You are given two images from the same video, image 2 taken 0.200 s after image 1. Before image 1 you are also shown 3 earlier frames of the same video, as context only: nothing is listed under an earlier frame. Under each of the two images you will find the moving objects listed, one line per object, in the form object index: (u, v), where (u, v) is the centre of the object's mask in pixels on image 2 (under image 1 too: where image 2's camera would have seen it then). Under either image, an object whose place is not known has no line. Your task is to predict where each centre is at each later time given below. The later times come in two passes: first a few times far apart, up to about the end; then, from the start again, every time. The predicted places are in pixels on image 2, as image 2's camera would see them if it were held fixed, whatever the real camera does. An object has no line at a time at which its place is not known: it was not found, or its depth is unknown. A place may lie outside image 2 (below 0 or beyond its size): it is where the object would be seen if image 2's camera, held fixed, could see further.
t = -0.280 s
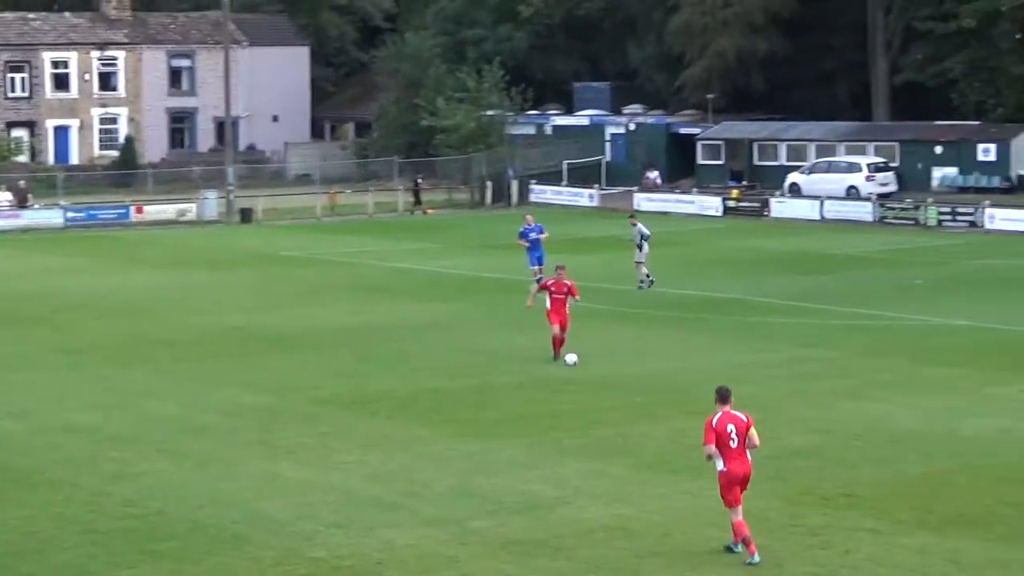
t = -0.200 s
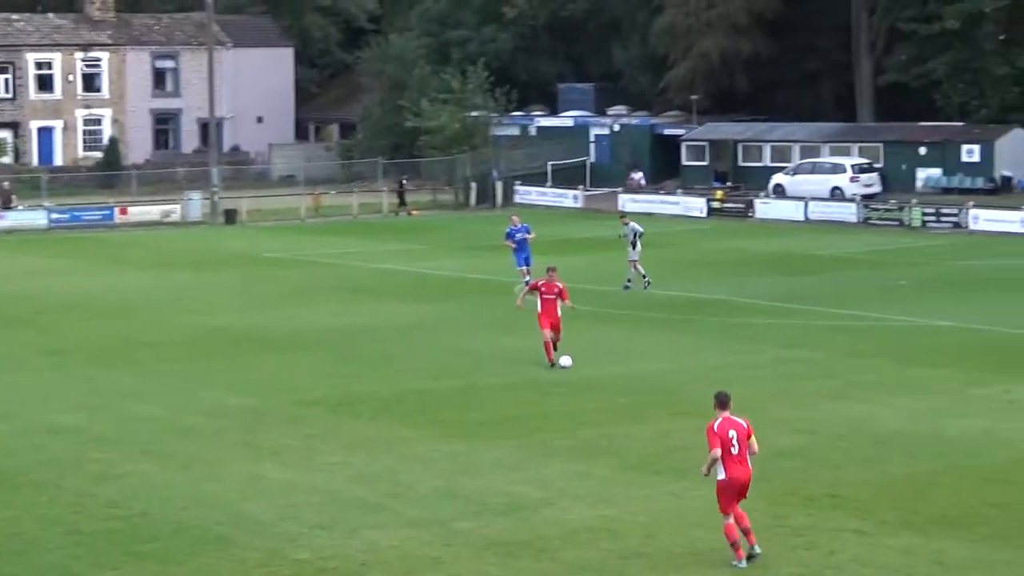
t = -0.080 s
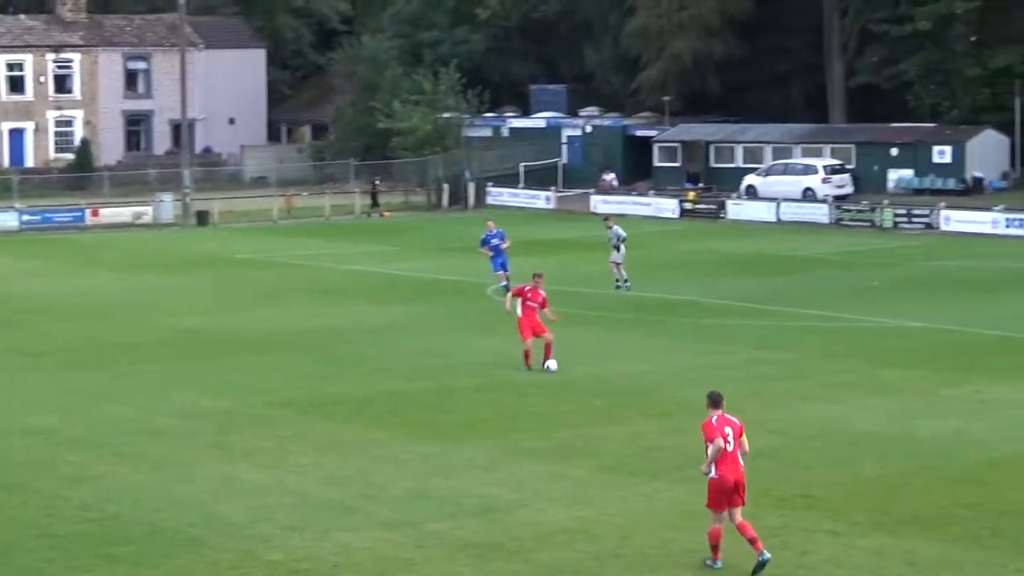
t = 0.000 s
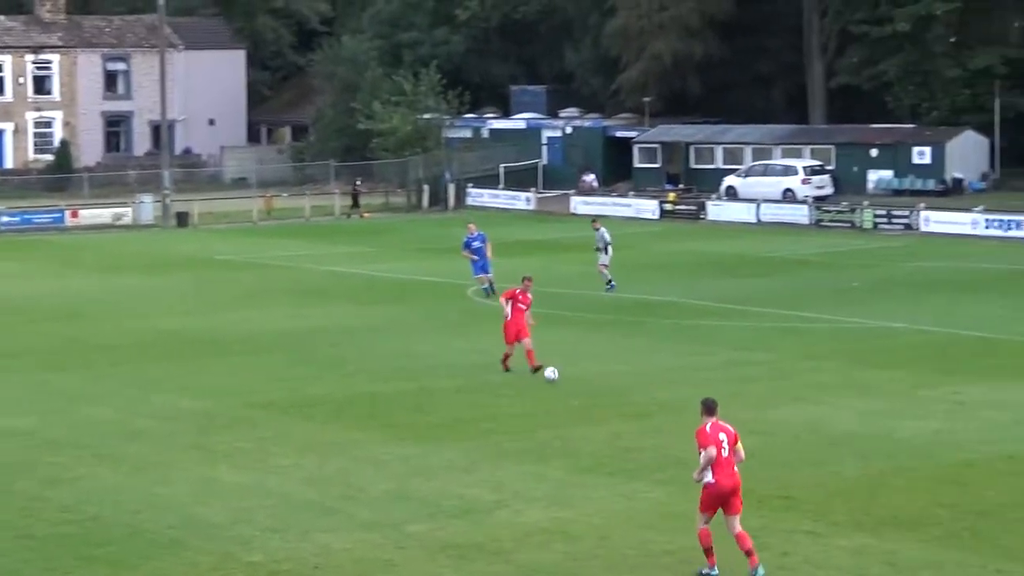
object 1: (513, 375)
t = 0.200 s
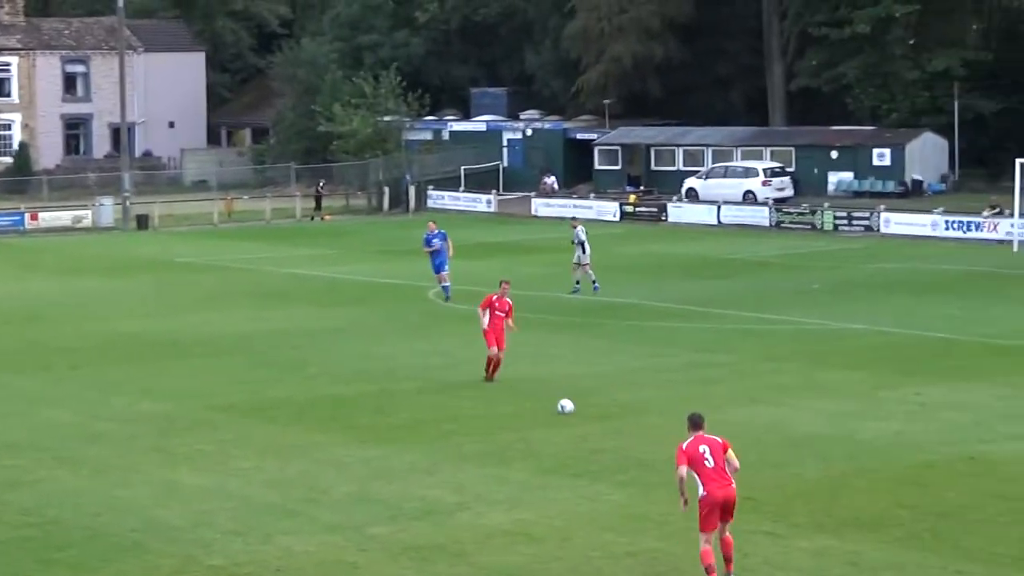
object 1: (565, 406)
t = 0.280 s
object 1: (586, 416)
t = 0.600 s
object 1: (674, 472)
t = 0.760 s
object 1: (722, 502)
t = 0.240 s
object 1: (576, 411)
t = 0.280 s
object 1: (586, 416)
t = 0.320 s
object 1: (597, 424)
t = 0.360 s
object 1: (607, 430)
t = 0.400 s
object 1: (618, 436)
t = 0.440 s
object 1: (629, 441)
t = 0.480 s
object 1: (640, 449)
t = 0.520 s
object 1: (652, 457)
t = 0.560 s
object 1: (663, 465)
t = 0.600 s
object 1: (674, 472)
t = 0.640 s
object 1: (686, 478)
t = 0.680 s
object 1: (698, 486)
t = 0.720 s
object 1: (710, 495)
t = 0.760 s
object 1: (722, 502)
